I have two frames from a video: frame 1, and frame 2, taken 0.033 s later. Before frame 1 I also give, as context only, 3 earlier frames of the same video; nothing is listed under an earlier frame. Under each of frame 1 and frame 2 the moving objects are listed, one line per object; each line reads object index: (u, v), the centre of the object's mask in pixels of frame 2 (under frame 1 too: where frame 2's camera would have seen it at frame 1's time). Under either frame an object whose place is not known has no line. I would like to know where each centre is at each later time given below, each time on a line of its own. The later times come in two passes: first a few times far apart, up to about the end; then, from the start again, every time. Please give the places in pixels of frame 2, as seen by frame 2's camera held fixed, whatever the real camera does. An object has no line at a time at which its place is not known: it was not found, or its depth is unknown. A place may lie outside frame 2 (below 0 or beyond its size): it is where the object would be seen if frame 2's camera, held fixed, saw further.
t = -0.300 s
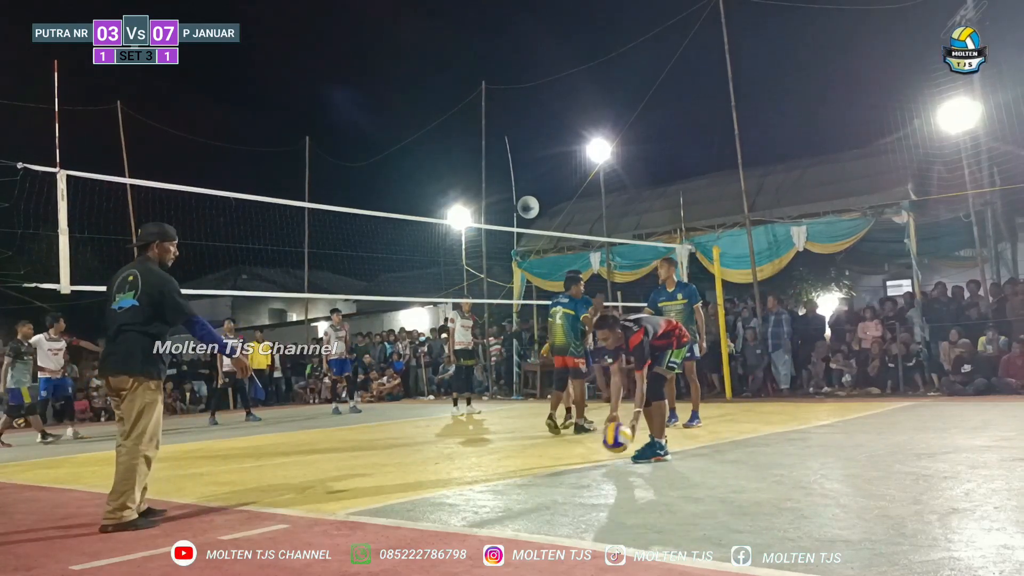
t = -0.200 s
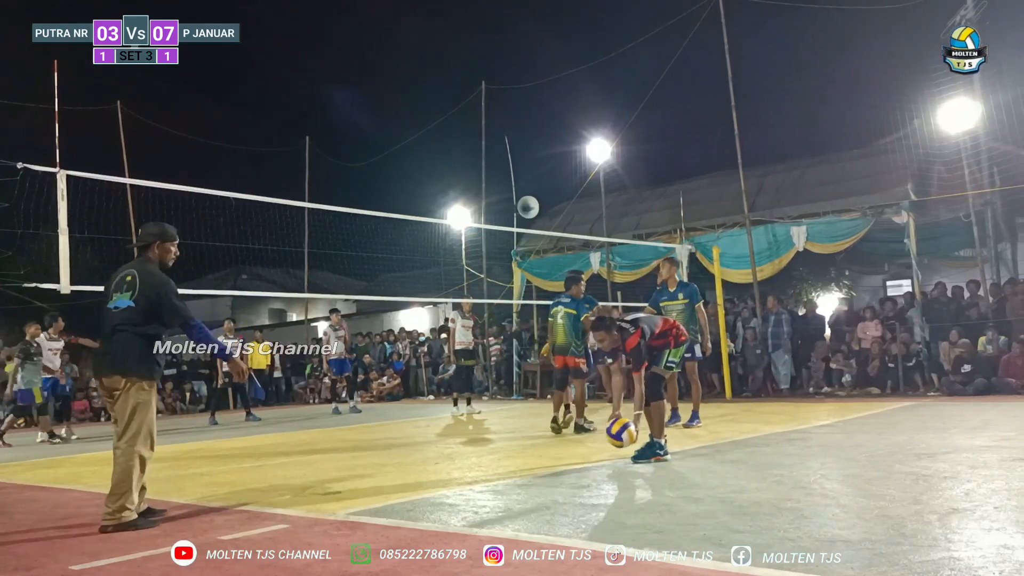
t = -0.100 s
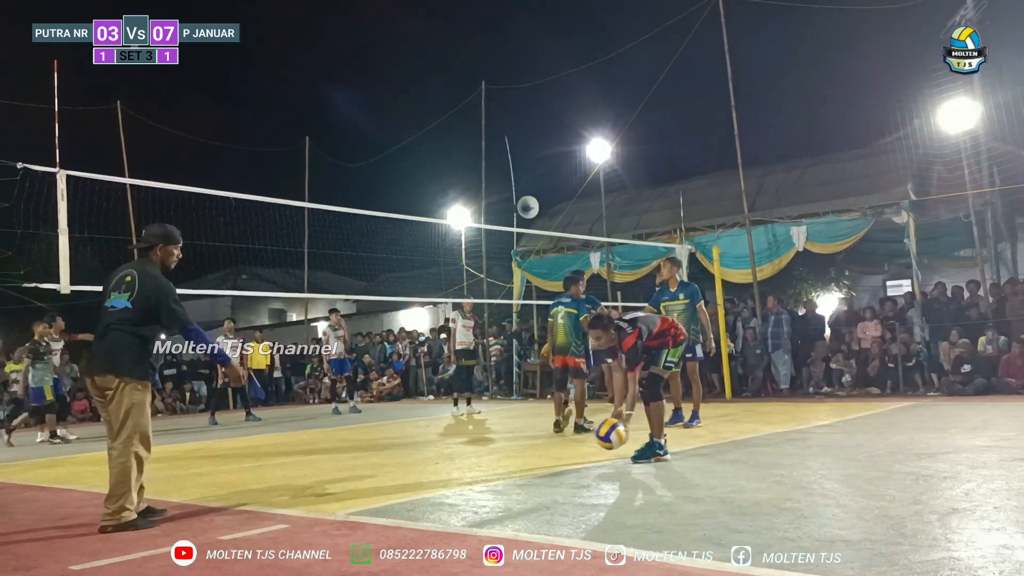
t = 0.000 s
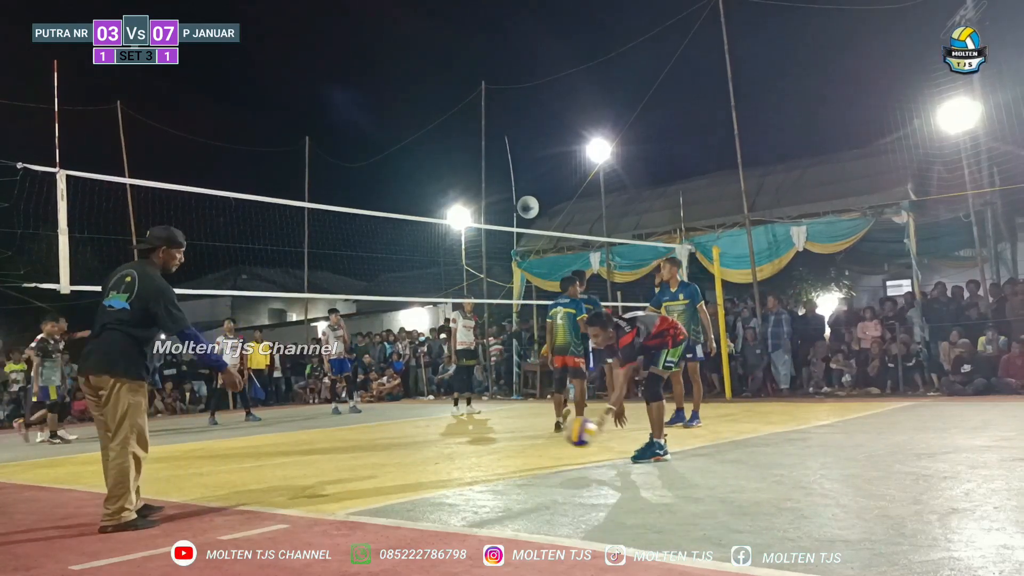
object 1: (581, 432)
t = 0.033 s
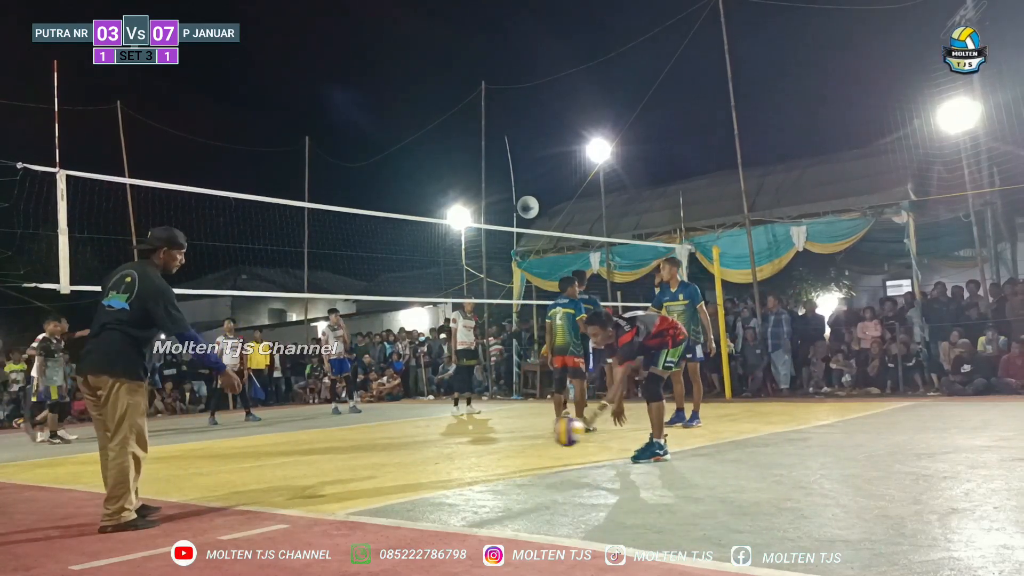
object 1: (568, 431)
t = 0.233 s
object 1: (487, 459)
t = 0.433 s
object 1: (418, 452)
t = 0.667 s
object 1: (337, 472)
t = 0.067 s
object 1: (556, 431)
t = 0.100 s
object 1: (541, 434)
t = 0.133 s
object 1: (528, 437)
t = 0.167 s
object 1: (515, 443)
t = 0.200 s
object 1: (500, 452)
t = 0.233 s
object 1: (487, 459)
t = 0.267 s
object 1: (473, 468)
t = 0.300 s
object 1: (463, 462)
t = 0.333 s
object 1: (451, 457)
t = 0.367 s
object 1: (440, 452)
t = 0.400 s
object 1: (430, 451)
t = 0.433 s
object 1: (418, 452)
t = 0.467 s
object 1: (407, 453)
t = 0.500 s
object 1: (396, 457)
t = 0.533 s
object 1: (384, 463)
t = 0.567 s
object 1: (374, 470)
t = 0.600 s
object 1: (361, 480)
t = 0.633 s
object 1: (349, 476)
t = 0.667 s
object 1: (337, 472)
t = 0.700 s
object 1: (323, 471)
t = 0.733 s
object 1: (310, 471)
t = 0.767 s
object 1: (297, 472)
